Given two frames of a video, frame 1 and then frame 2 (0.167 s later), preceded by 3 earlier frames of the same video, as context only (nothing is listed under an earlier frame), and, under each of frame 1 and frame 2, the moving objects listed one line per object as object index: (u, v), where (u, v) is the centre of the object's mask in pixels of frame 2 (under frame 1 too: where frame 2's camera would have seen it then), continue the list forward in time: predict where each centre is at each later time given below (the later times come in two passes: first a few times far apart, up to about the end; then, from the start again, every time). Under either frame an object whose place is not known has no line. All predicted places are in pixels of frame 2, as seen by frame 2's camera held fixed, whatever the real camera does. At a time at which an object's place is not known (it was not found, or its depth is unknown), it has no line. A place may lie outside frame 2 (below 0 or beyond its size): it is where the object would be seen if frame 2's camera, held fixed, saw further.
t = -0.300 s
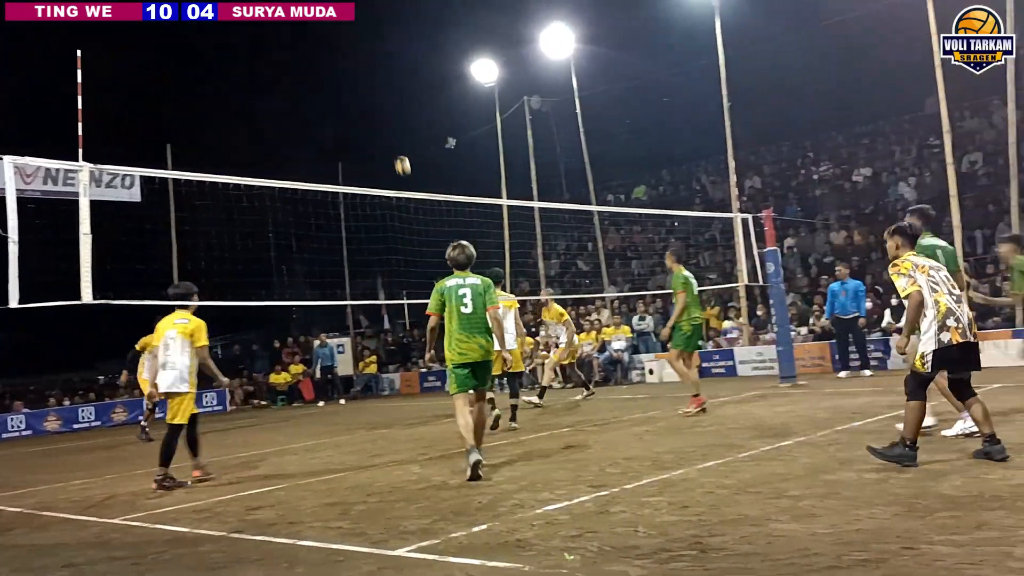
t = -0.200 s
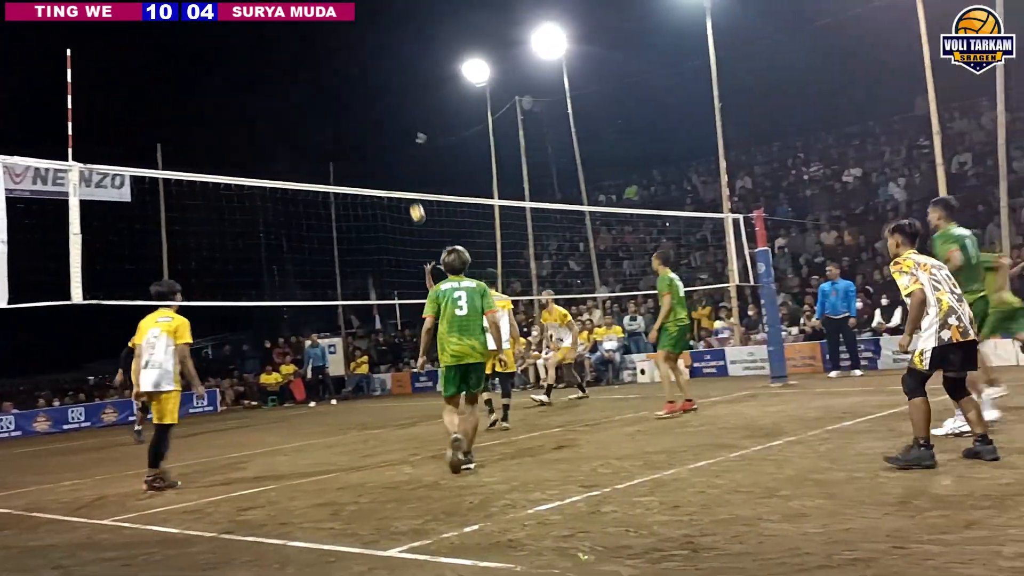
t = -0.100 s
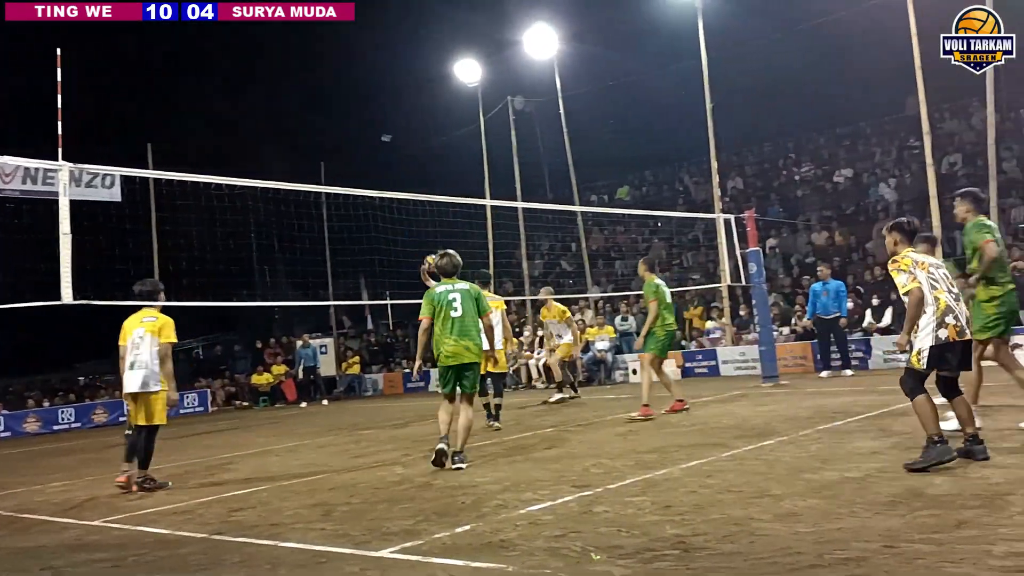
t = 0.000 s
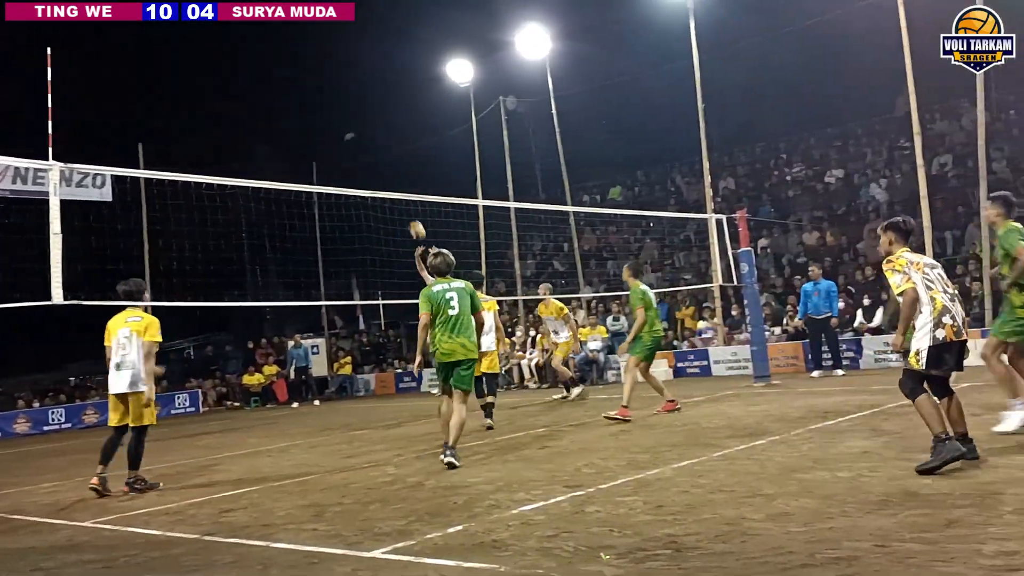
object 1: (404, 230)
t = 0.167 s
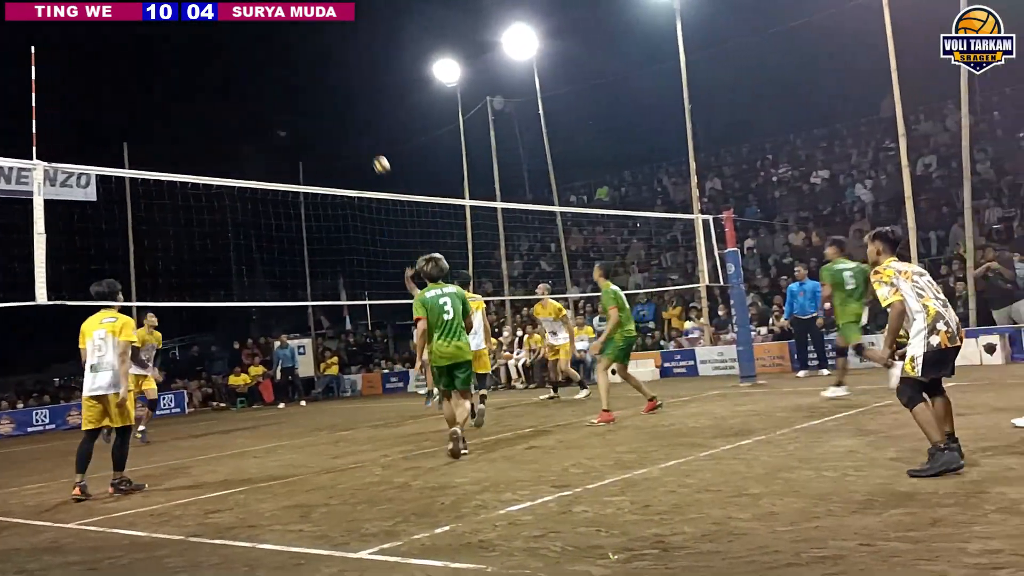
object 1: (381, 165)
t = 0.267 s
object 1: (369, 134)
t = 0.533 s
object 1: (339, 85)
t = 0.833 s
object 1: (310, 89)
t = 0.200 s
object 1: (377, 154)
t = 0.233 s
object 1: (373, 144)
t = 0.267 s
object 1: (369, 134)
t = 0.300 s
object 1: (365, 126)
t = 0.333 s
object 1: (361, 118)
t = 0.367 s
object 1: (357, 110)
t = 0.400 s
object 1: (354, 104)
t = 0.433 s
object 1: (350, 98)
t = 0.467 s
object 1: (346, 93)
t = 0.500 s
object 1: (342, 89)
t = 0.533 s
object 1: (339, 85)
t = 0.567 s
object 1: (335, 82)
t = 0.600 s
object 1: (332, 80)
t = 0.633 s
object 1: (328, 79)
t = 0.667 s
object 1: (325, 78)
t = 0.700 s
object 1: (322, 79)
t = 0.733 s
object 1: (319, 80)
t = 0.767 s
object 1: (316, 82)
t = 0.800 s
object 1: (313, 85)
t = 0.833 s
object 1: (310, 89)
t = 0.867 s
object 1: (307, 94)
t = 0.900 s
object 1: (304, 99)
